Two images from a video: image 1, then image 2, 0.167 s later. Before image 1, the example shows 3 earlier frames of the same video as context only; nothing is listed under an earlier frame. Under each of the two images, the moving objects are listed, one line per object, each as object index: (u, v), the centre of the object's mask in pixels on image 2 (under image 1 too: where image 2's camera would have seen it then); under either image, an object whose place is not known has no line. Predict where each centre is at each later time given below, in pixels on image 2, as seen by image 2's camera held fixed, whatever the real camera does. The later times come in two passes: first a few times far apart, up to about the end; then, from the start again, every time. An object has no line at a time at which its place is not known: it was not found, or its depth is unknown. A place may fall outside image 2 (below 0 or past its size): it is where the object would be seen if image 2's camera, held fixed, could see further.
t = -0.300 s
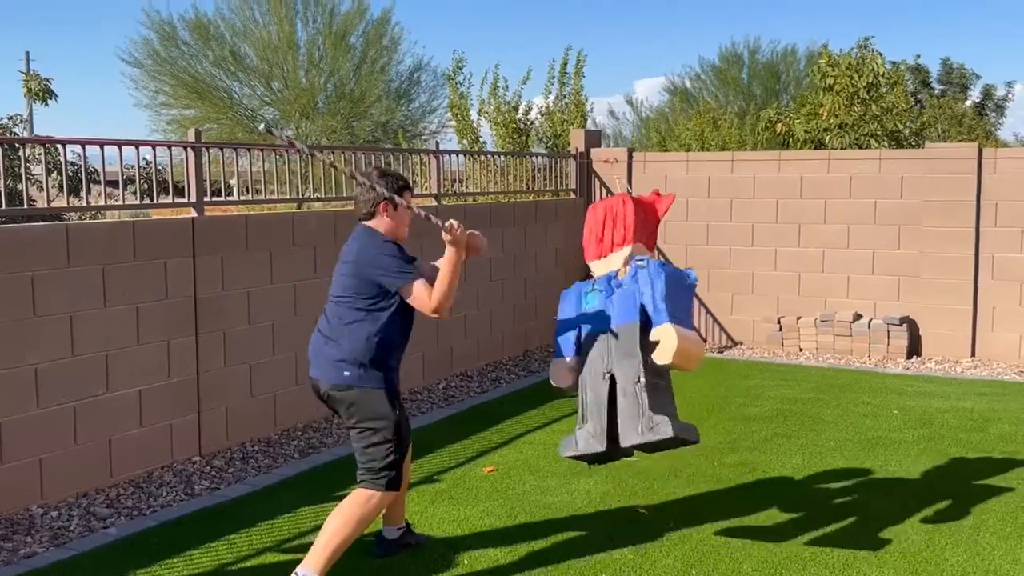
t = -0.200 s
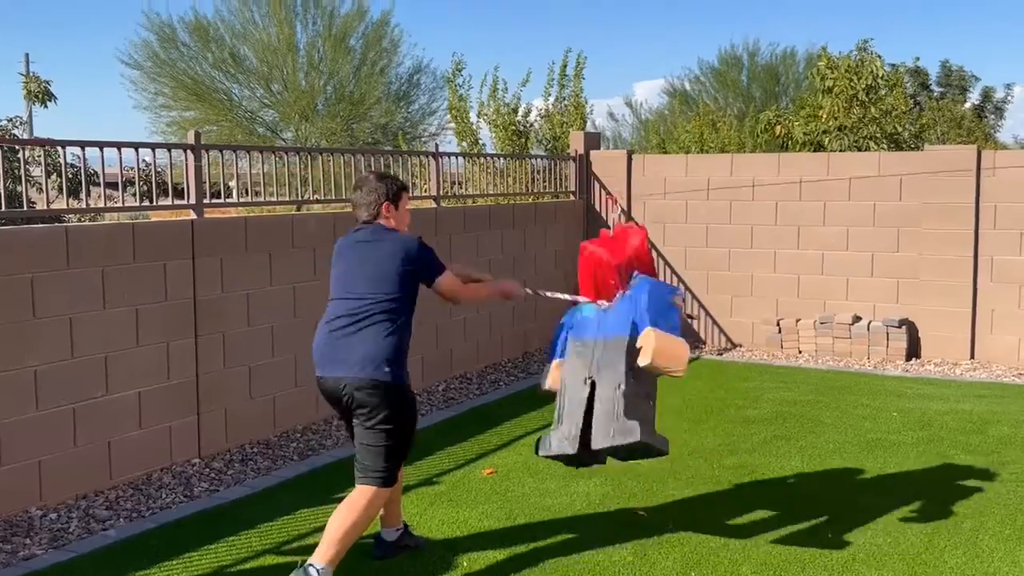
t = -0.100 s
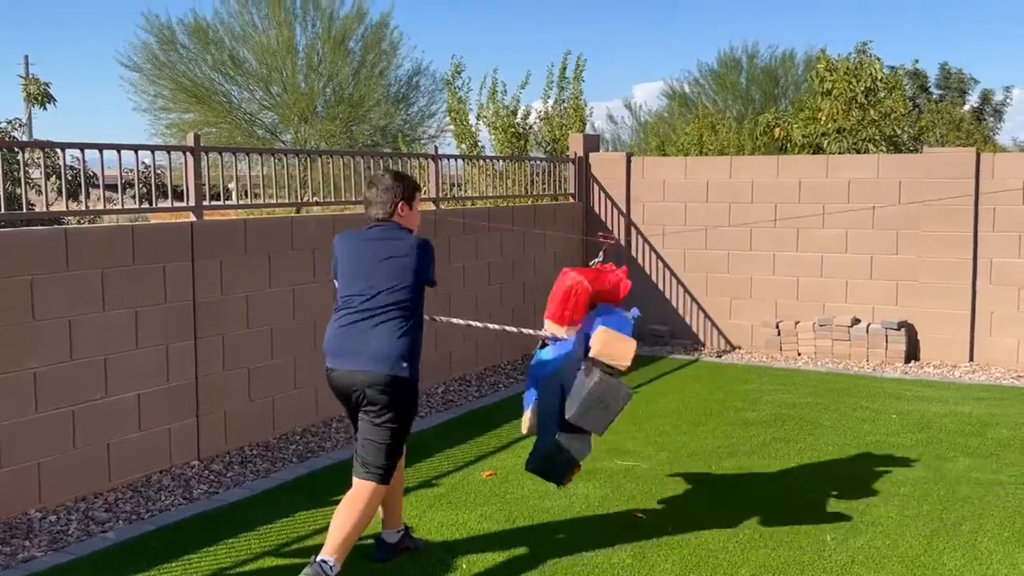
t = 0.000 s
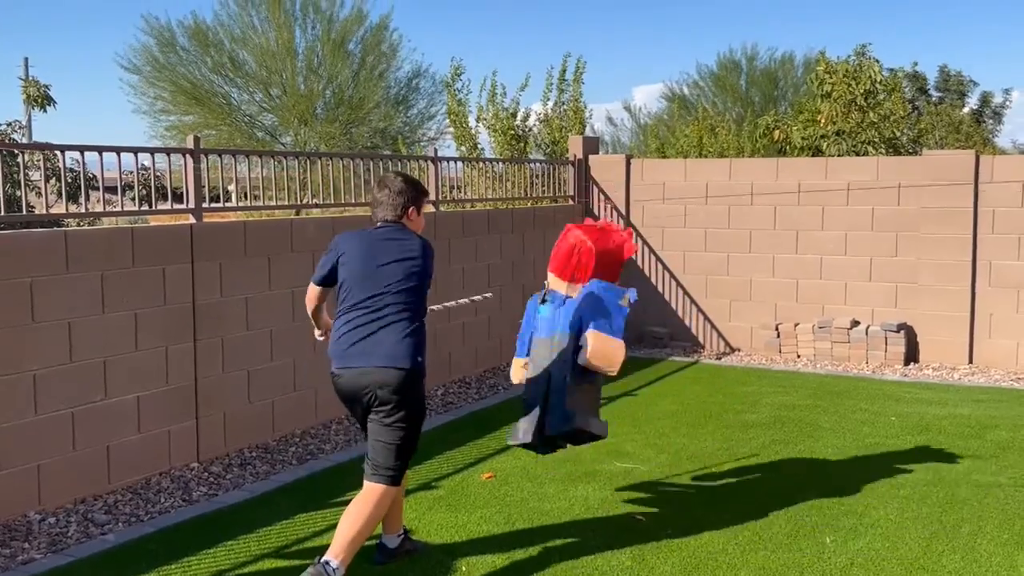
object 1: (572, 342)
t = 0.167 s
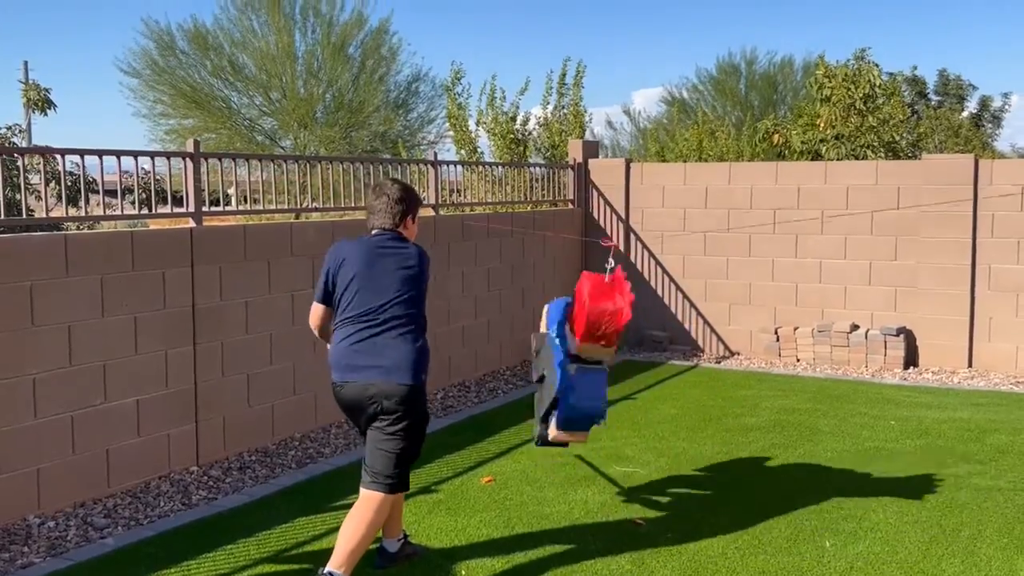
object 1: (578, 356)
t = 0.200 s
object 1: (578, 355)
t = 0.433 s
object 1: (590, 298)
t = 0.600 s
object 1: (604, 305)
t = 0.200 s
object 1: (578, 355)
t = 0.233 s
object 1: (578, 349)
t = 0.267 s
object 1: (577, 340)
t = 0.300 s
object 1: (577, 328)
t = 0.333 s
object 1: (578, 317)
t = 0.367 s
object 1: (580, 310)
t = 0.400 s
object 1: (584, 303)
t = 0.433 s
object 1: (590, 298)
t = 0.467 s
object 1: (595, 295)
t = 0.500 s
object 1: (599, 295)
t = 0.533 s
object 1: (601, 297)
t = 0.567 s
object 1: (603, 300)
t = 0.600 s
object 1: (604, 305)
